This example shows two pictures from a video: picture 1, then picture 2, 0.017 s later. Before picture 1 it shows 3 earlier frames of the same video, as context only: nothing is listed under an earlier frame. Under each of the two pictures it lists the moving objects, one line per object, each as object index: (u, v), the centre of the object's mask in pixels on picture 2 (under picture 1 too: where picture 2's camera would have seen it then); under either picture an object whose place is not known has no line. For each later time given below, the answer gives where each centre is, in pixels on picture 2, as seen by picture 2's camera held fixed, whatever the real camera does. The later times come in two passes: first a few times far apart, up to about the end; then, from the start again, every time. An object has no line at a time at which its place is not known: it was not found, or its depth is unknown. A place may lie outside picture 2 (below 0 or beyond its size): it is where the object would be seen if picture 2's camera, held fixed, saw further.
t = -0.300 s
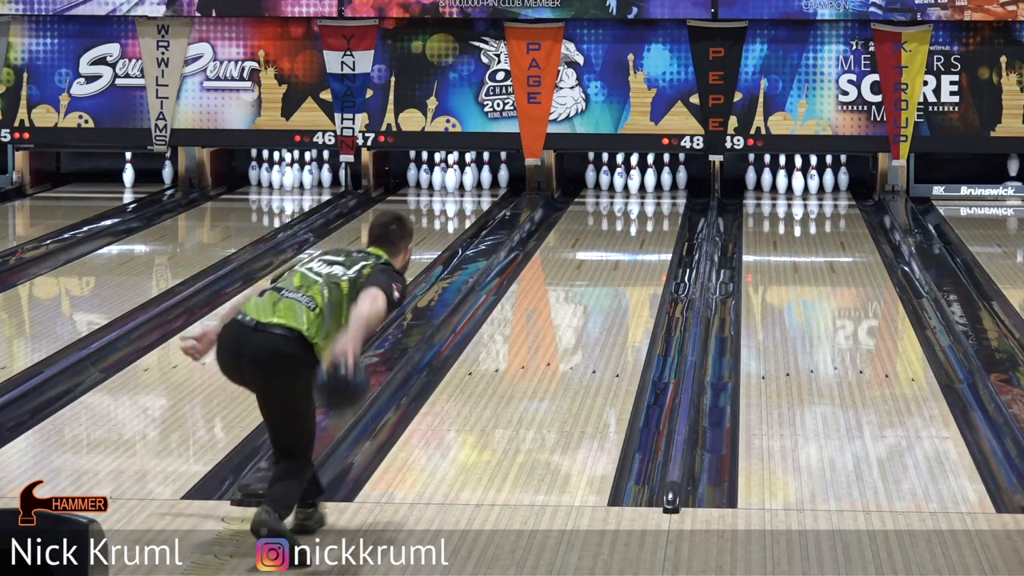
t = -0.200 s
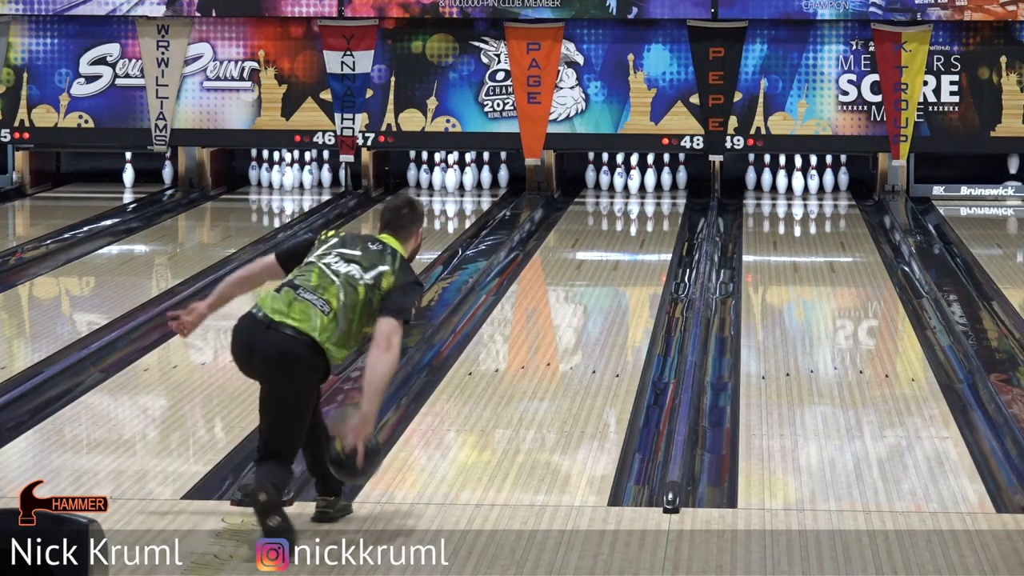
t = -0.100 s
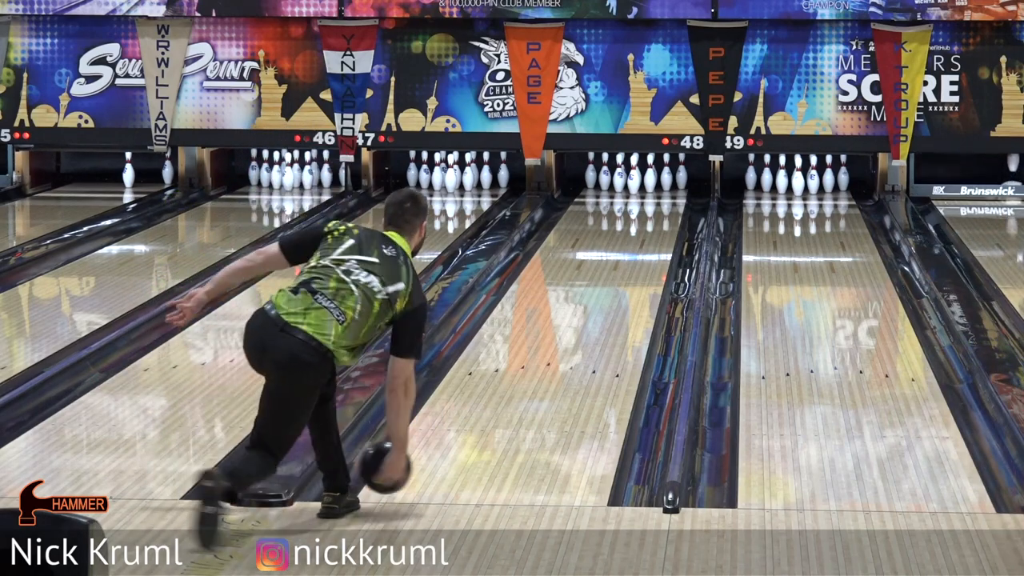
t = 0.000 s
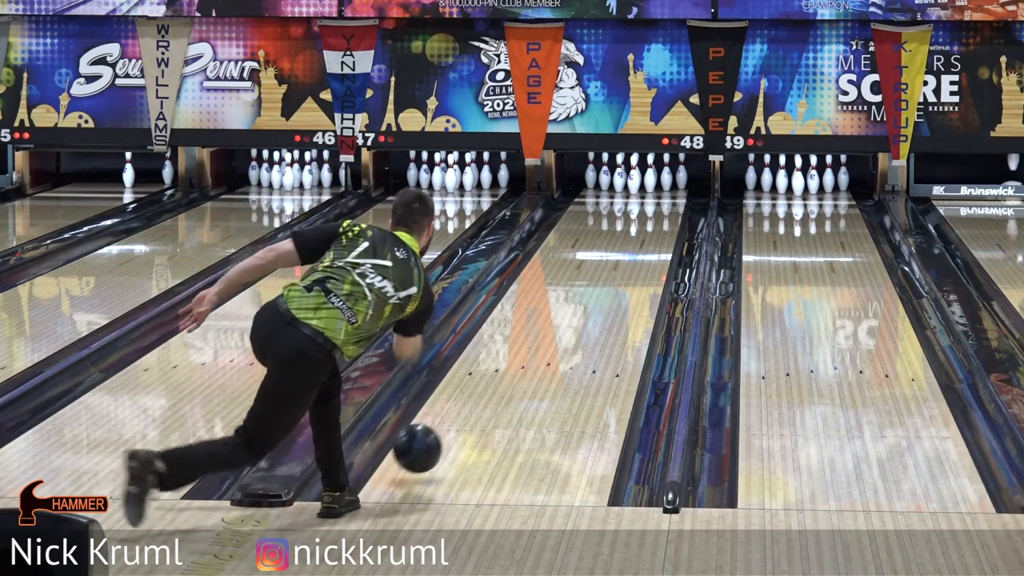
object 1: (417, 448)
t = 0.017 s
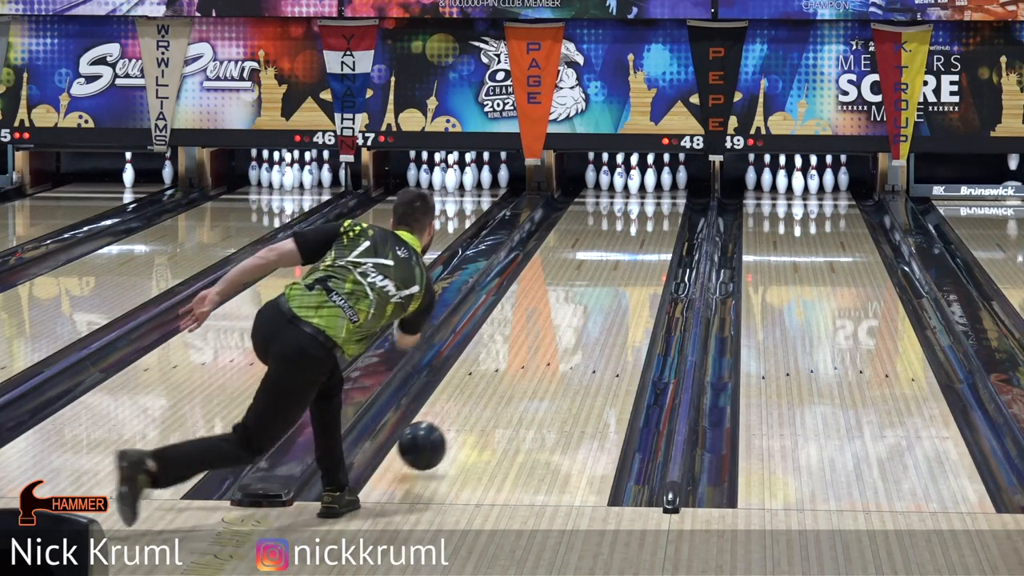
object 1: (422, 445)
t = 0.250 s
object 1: (480, 397)
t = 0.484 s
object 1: (525, 353)
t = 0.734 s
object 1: (563, 315)
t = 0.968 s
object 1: (592, 286)
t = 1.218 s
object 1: (617, 260)
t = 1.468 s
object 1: (638, 238)
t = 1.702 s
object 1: (652, 220)
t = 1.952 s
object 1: (658, 204)
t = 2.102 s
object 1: (655, 196)
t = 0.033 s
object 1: (427, 443)
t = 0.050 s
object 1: (431, 442)
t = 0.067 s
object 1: (436, 438)
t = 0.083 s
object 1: (440, 433)
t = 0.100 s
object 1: (444, 429)
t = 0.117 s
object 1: (449, 426)
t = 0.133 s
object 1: (453, 422)
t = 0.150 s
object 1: (457, 418)
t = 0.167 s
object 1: (461, 415)
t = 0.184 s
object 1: (465, 411)
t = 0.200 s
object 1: (469, 407)
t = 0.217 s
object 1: (473, 404)
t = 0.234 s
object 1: (476, 400)
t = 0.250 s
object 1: (480, 397)
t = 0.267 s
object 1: (484, 393)
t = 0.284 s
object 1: (487, 390)
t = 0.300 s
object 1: (491, 386)
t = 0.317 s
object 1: (494, 383)
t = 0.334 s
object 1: (497, 380)
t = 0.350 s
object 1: (500, 377)
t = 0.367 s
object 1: (504, 374)
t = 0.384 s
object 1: (507, 371)
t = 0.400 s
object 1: (510, 367)
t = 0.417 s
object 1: (513, 364)
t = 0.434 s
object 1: (517, 361)
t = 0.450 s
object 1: (519, 359)
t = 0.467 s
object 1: (522, 356)
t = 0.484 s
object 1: (525, 353)
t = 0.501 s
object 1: (528, 350)
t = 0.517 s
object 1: (531, 347)
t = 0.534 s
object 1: (534, 345)
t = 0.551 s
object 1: (536, 342)
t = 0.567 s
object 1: (539, 339)
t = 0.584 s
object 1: (542, 337)
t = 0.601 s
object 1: (544, 334)
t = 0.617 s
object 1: (547, 332)
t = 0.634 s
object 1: (549, 329)
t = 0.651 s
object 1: (552, 327)
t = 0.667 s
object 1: (554, 325)
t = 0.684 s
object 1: (556, 322)
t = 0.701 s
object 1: (559, 320)
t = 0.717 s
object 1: (561, 318)
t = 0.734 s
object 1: (563, 315)
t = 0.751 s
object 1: (566, 313)
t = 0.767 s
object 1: (568, 311)
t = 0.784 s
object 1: (570, 309)
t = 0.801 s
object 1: (572, 306)
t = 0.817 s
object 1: (575, 304)
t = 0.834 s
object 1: (577, 302)
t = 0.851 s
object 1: (579, 300)
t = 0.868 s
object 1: (581, 298)
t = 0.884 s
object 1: (583, 296)
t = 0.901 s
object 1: (585, 294)
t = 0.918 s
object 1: (586, 292)
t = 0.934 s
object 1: (589, 290)
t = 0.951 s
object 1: (590, 288)
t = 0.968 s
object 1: (592, 286)
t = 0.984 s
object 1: (594, 284)
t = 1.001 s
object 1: (596, 282)
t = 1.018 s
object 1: (598, 280)
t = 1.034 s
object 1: (599, 279)
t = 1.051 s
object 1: (601, 277)
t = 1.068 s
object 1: (603, 275)
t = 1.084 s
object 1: (605, 273)
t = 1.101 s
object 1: (606, 272)
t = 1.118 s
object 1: (608, 270)
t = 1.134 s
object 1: (610, 268)
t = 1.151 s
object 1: (611, 267)
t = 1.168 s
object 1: (613, 265)
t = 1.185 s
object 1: (614, 263)
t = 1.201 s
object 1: (616, 262)
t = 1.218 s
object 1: (617, 260)
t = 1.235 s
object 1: (619, 258)
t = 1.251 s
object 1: (621, 257)
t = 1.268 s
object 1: (622, 255)
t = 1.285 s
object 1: (623, 254)
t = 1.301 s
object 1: (625, 252)
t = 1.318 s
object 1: (626, 251)
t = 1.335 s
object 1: (628, 249)
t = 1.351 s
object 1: (629, 248)
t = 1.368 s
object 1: (630, 246)
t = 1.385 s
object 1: (632, 245)
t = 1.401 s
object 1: (633, 243)
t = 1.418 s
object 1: (634, 242)
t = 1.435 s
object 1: (635, 241)
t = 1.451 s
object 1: (636, 239)
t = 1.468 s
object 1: (638, 238)
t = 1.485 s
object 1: (639, 237)
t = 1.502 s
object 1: (640, 235)
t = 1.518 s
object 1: (641, 234)
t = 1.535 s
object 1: (643, 232)
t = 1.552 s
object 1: (644, 231)
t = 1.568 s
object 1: (645, 230)
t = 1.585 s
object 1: (646, 229)
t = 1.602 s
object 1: (647, 227)
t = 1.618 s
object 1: (648, 226)
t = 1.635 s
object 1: (649, 225)
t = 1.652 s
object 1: (649, 224)
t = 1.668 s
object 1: (650, 223)
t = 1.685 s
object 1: (651, 221)
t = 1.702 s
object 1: (652, 220)
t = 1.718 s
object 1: (652, 219)
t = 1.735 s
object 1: (653, 218)
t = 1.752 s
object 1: (654, 217)
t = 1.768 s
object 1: (655, 216)
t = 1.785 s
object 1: (655, 215)
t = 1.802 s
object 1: (656, 214)
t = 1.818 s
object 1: (656, 213)
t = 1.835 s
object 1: (656, 211)
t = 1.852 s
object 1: (657, 210)
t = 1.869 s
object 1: (657, 209)
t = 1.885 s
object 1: (657, 208)
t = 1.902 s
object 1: (657, 207)
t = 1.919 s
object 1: (657, 206)
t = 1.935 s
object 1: (658, 205)
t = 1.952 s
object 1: (658, 204)
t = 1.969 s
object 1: (657, 203)
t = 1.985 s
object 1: (657, 203)
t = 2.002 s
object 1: (657, 201)
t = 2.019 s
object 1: (657, 200)
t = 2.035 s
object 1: (657, 199)
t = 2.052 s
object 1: (657, 199)
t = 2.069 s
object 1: (656, 198)
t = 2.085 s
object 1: (656, 197)
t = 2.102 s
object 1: (655, 196)
